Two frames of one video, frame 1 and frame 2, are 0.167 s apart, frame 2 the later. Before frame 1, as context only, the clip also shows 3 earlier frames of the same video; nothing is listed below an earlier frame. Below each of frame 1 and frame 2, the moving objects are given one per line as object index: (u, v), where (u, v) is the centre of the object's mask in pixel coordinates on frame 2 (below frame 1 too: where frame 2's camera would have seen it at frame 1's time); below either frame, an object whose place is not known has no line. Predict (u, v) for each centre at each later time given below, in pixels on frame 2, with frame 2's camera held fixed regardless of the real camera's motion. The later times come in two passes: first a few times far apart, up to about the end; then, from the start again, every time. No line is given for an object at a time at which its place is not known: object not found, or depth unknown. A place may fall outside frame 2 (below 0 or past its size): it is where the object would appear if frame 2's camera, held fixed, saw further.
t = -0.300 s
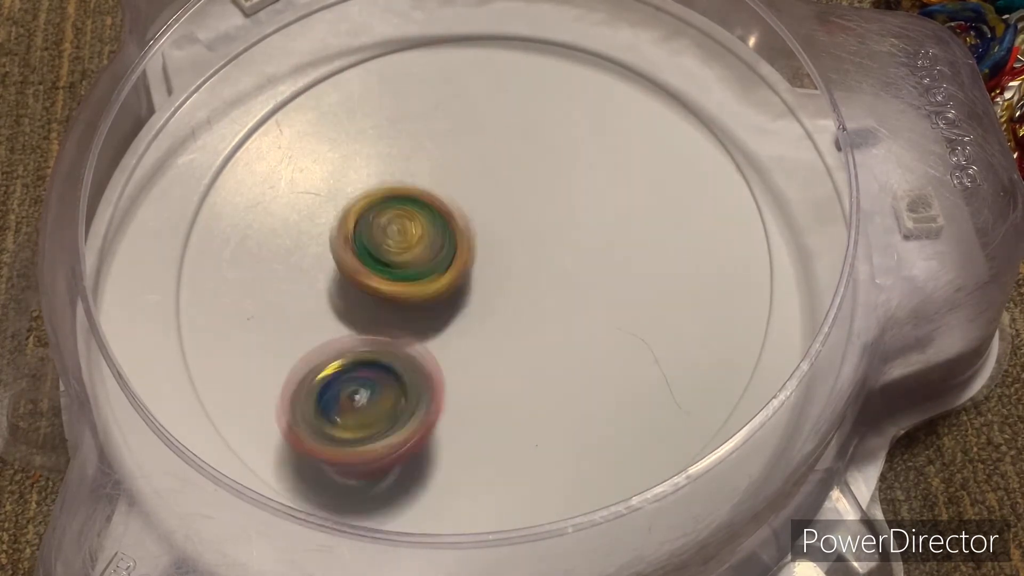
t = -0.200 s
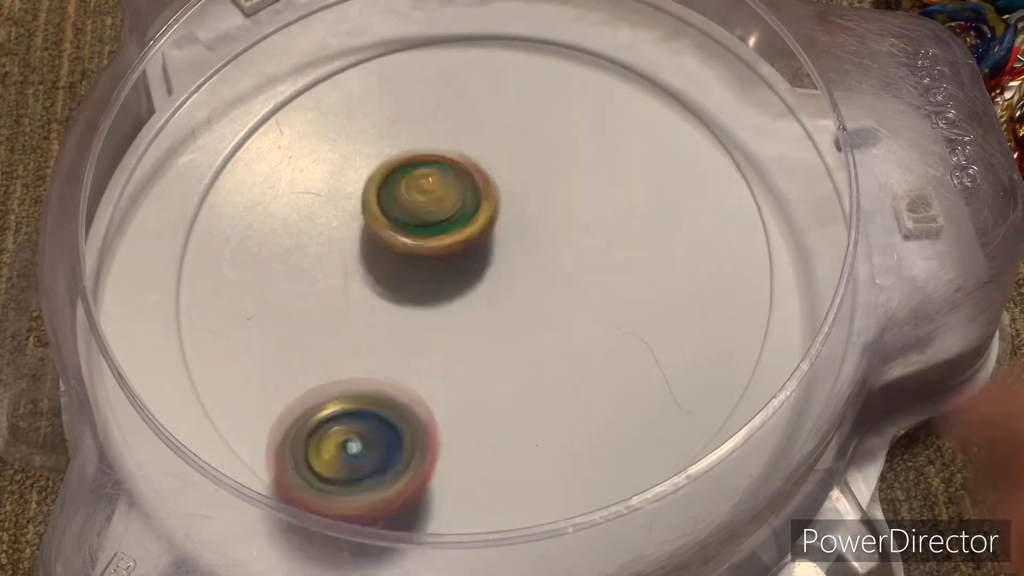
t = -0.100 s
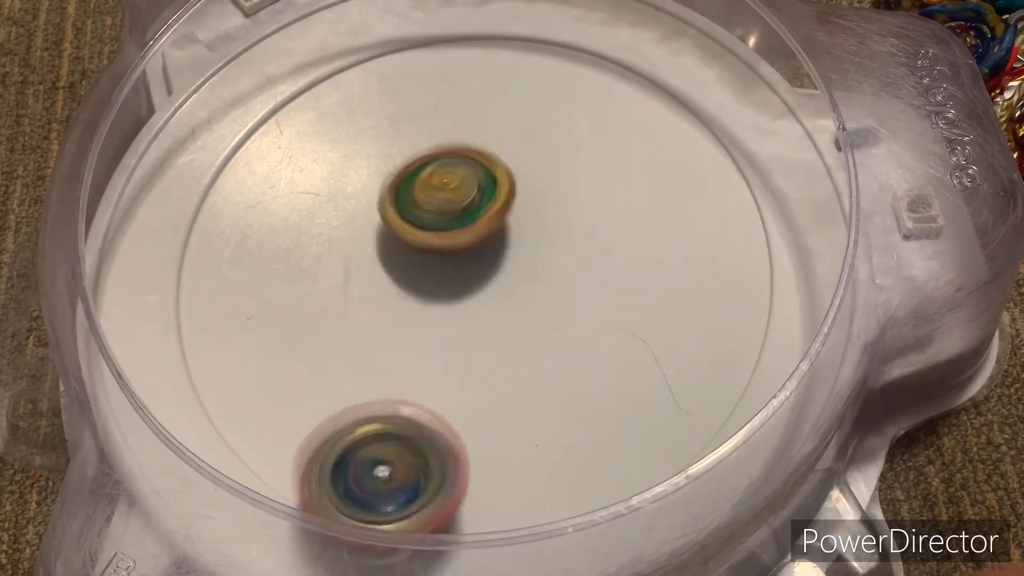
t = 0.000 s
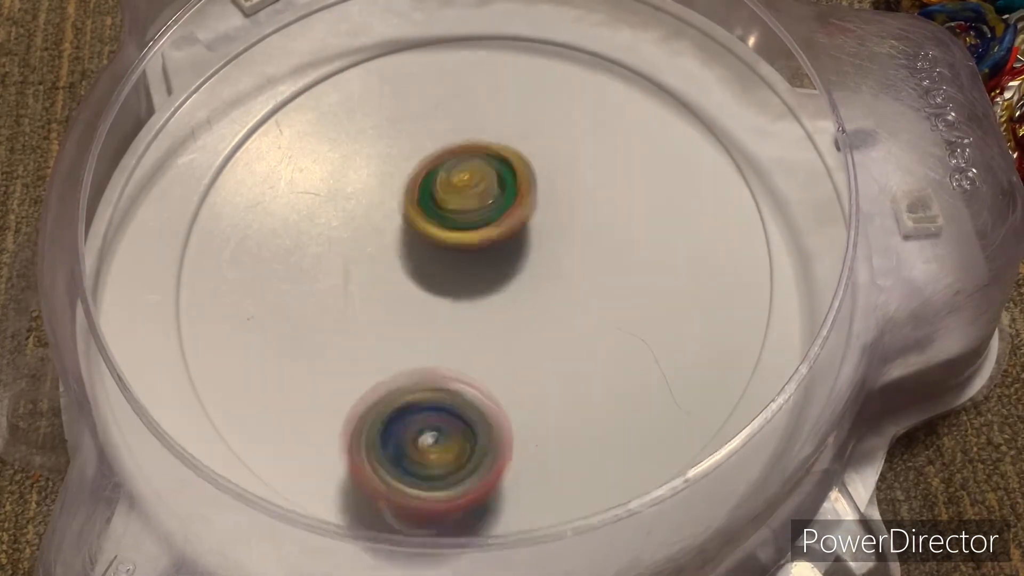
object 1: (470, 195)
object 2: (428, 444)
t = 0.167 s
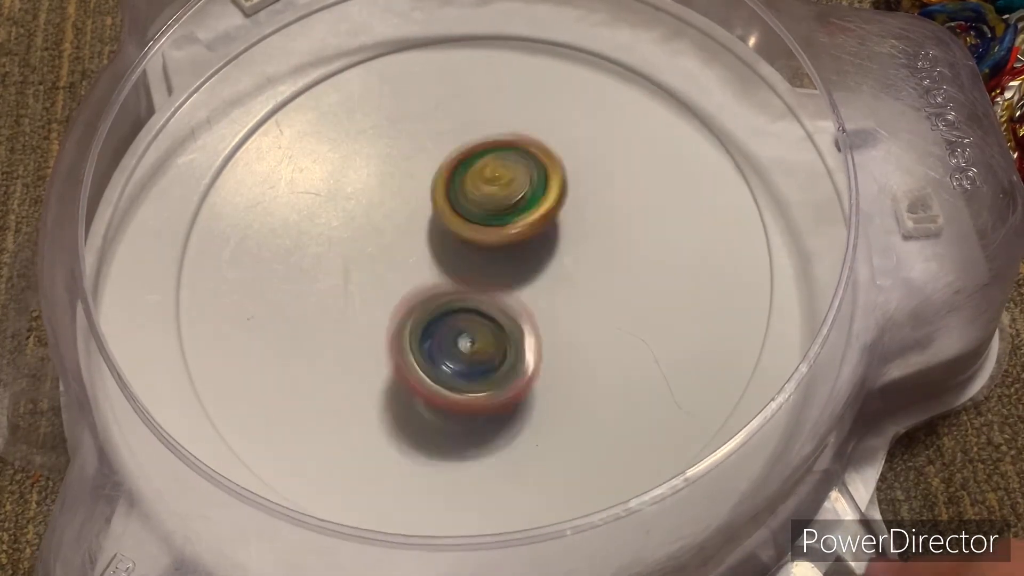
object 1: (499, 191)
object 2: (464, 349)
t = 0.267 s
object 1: (517, 176)
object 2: (462, 298)
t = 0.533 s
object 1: (548, 150)
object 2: (380, 227)
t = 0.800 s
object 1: (536, 188)
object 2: (357, 237)
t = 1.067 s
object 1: (655, 250)
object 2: (338, 253)
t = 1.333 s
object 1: (599, 310)
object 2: (411, 269)
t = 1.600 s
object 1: (559, 343)
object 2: (487, 206)
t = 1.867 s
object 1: (502, 347)
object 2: (498, 160)
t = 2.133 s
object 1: (433, 366)
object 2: (503, 200)
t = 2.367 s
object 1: (377, 396)
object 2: (534, 159)
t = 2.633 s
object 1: (406, 357)
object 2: (515, 203)
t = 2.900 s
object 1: (343, 335)
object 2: (565, 200)
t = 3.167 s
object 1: (344, 289)
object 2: (561, 222)
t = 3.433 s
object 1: (361, 248)
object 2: (512, 252)
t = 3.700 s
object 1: (352, 225)
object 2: (520, 274)
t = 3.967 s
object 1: (364, 223)
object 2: (503, 289)
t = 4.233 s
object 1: (391, 196)
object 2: (496, 286)
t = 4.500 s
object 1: (414, 164)
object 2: (497, 279)
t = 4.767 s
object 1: (429, 161)
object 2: (486, 263)
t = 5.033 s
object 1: (445, 165)
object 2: (482, 284)
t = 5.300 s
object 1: (480, 173)
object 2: (467, 313)
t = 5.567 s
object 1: (482, 168)
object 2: (481, 280)
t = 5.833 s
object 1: (450, 168)
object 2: (480, 281)
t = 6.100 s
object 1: (404, 195)
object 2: (486, 282)
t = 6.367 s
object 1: (402, 212)
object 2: (491, 284)
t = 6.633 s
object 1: (402, 213)
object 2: (492, 284)
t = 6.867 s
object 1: (402, 213)
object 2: (491, 284)
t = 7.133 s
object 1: (402, 213)
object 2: (491, 284)
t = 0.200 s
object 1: (505, 189)
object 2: (467, 328)
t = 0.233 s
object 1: (511, 188)
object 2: (469, 306)
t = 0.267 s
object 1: (517, 176)
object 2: (462, 298)
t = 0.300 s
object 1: (522, 166)
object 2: (456, 287)
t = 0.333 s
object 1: (523, 161)
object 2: (453, 273)
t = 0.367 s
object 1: (529, 161)
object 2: (445, 260)
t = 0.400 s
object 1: (536, 156)
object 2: (430, 251)
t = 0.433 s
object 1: (540, 154)
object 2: (418, 244)
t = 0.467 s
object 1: (545, 151)
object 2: (404, 237)
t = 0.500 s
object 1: (547, 150)
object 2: (393, 231)
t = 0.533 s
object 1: (548, 150)
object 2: (380, 227)
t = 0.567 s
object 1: (550, 150)
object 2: (370, 224)
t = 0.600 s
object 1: (548, 149)
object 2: (360, 221)
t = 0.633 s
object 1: (548, 155)
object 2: (351, 220)
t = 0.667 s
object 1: (546, 161)
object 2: (345, 223)
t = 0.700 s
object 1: (542, 167)
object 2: (343, 225)
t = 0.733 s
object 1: (540, 172)
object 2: (344, 229)
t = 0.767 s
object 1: (538, 179)
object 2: (347, 233)
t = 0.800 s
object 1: (536, 188)
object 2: (357, 237)
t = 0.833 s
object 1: (533, 195)
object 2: (368, 239)
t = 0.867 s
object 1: (531, 201)
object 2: (381, 239)
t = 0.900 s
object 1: (533, 208)
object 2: (394, 239)
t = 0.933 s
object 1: (566, 210)
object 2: (376, 240)
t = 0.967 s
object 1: (599, 217)
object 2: (363, 239)
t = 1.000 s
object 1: (625, 229)
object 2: (352, 242)
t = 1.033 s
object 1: (641, 236)
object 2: (342, 247)
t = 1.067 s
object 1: (655, 250)
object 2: (338, 253)
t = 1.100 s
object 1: (655, 260)
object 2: (338, 257)
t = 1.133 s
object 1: (655, 272)
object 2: (340, 264)
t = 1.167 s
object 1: (649, 281)
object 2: (348, 269)
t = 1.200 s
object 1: (639, 290)
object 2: (357, 273)
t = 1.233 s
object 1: (631, 295)
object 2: (371, 274)
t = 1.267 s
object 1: (620, 302)
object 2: (382, 274)
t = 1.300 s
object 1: (606, 306)
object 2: (397, 272)
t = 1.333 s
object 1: (599, 310)
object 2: (411, 269)
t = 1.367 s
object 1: (590, 315)
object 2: (424, 267)
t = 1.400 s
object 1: (580, 318)
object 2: (440, 262)
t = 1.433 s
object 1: (581, 323)
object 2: (449, 253)
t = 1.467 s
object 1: (581, 327)
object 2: (460, 243)
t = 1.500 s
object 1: (574, 330)
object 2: (466, 235)
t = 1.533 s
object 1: (570, 334)
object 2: (474, 225)
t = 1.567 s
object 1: (566, 340)
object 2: (481, 215)
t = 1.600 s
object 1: (559, 343)
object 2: (487, 206)
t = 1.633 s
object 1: (555, 342)
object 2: (492, 196)
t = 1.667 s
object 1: (547, 345)
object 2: (496, 188)
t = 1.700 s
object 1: (536, 347)
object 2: (501, 178)
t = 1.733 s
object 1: (532, 345)
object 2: (502, 171)
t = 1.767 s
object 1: (524, 347)
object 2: (504, 165)
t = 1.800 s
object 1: (514, 347)
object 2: (502, 161)
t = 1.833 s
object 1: (509, 345)
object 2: (500, 160)
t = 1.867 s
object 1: (502, 347)
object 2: (498, 160)
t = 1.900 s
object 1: (492, 346)
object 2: (494, 163)
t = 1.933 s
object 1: (487, 344)
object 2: (493, 166)
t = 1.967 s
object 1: (481, 345)
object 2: (488, 173)
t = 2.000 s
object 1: (471, 345)
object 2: (487, 181)
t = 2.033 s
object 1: (465, 344)
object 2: (485, 192)
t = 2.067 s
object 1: (459, 345)
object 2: (487, 201)
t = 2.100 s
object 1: (450, 346)
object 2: (486, 211)
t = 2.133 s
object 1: (433, 366)
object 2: (503, 200)
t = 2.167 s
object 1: (416, 383)
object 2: (511, 190)
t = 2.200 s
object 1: (402, 394)
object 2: (517, 183)
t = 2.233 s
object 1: (391, 397)
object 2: (522, 176)
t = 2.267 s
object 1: (384, 399)
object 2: (527, 170)
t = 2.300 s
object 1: (379, 400)
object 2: (531, 164)
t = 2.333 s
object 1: (378, 397)
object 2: (534, 160)
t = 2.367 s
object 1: (377, 396)
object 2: (534, 159)
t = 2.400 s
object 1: (376, 394)
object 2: (534, 158)
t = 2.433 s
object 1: (380, 389)
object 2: (534, 161)
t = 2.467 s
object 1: (382, 386)
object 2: (531, 165)
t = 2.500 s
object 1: (385, 383)
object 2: (531, 170)
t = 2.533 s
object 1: (393, 377)
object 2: (524, 179)
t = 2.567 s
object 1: (395, 372)
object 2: (523, 184)
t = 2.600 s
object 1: (399, 365)
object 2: (520, 195)
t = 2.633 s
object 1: (406, 357)
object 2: (515, 203)
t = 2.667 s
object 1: (407, 350)
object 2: (511, 211)
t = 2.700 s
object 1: (413, 337)
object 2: (507, 221)
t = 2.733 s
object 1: (405, 341)
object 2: (519, 220)
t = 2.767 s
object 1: (383, 342)
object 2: (536, 211)
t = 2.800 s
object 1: (364, 348)
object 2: (546, 208)
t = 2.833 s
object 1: (355, 345)
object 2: (550, 206)
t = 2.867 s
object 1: (344, 341)
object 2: (556, 201)
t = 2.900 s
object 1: (343, 335)
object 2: (565, 200)
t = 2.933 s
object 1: (341, 329)
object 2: (568, 200)
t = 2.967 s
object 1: (341, 321)
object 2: (572, 198)
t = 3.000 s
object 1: (341, 315)
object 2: (574, 201)
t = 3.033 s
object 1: (340, 310)
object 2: (573, 202)
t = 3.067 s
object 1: (342, 303)
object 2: (572, 206)
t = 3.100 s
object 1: (339, 298)
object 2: (569, 210)
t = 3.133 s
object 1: (341, 293)
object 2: (565, 216)
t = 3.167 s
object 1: (344, 289)
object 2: (561, 222)
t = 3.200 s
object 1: (345, 283)
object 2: (556, 226)
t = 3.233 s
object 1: (349, 277)
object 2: (555, 229)
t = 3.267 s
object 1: (351, 274)
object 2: (549, 234)
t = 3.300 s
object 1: (355, 267)
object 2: (538, 238)
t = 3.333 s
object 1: (359, 263)
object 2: (529, 239)
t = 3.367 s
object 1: (360, 259)
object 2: (523, 242)
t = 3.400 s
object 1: (365, 253)
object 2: (513, 244)
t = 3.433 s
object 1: (361, 248)
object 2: (512, 252)
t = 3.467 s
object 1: (359, 245)
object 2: (504, 254)
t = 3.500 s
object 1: (361, 241)
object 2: (502, 253)
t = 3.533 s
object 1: (350, 235)
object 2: (513, 261)
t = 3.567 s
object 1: (348, 232)
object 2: (513, 267)
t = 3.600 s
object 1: (348, 231)
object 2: (511, 266)
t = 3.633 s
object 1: (348, 227)
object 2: (514, 264)
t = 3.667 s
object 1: (351, 225)
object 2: (521, 266)
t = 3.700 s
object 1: (352, 225)
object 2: (520, 274)
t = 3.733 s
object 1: (353, 222)
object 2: (514, 275)
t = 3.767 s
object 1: (356, 225)
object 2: (515, 273)
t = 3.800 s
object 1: (356, 225)
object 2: (517, 277)
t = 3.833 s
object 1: (360, 226)
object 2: (510, 280)
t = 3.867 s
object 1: (362, 228)
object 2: (502, 279)
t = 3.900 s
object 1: (366, 229)
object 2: (502, 279)
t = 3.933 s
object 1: (374, 230)
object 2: (498, 280)
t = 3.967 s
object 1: (364, 223)
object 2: (503, 289)
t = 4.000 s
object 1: (361, 217)
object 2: (500, 297)
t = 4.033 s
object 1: (360, 215)
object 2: (496, 296)
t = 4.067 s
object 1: (366, 209)
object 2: (498, 290)
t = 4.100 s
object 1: (369, 208)
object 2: (503, 289)
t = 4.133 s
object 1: (374, 203)
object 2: (508, 293)
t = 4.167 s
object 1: (380, 201)
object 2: (503, 296)
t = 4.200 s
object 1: (384, 197)
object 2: (496, 292)
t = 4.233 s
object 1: (391, 196)
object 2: (496, 286)
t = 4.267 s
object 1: (396, 194)
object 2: (497, 284)
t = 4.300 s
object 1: (403, 189)
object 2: (497, 285)
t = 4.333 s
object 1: (406, 189)
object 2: (494, 284)
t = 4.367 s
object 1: (411, 184)
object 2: (489, 279)
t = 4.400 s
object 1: (412, 179)
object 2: (490, 277)
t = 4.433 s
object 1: (410, 171)
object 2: (492, 278)
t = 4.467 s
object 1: (413, 168)
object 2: (494, 279)
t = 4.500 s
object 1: (414, 164)
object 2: (497, 279)
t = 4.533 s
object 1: (418, 162)
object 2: (499, 277)
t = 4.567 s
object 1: (418, 160)
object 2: (500, 276)
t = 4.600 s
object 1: (421, 157)
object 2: (499, 274)
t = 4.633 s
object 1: (421, 156)
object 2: (498, 272)
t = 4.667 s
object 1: (422, 153)
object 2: (496, 268)
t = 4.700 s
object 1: (422, 156)
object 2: (494, 266)
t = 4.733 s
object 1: (424, 159)
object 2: (490, 264)
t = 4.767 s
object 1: (429, 161)
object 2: (486, 263)
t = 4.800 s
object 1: (423, 153)
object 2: (489, 274)
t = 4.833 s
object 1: (422, 152)
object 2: (485, 285)
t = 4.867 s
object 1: (422, 152)
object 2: (475, 291)
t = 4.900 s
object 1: (428, 155)
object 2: (468, 289)
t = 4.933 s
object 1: (430, 155)
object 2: (466, 286)
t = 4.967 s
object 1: (435, 158)
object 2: (471, 284)
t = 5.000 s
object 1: (438, 160)
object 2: (474, 283)
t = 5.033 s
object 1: (445, 165)
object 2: (482, 284)
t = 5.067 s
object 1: (448, 167)
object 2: (487, 283)
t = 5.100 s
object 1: (453, 171)
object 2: (489, 283)
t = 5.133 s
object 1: (456, 174)
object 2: (493, 284)
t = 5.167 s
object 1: (459, 171)
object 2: (497, 297)
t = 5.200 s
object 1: (463, 170)
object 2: (493, 305)
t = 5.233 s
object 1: (467, 172)
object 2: (485, 312)
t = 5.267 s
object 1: (475, 172)
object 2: (475, 316)
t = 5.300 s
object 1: (480, 173)
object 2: (467, 313)
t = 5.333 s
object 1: (487, 173)
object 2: (457, 310)
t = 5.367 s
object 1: (488, 171)
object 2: (454, 303)
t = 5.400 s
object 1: (490, 172)
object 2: (452, 296)
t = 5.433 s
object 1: (491, 171)
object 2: (454, 289)
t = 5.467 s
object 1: (489, 174)
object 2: (460, 284)
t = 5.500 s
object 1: (488, 173)
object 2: (469, 283)
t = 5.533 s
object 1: (486, 168)
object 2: (476, 279)
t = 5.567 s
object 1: (482, 168)
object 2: (481, 280)
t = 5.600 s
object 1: (482, 163)
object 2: (480, 281)
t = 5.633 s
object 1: (480, 160)
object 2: (479, 279)
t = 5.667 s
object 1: (477, 162)
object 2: (478, 279)
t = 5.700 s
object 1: (475, 163)
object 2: (477, 280)
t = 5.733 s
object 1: (473, 164)
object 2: (476, 280)
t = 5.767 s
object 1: (468, 166)
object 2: (475, 280)
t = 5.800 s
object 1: (460, 167)
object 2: (476, 281)
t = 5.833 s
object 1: (450, 168)
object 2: (480, 281)
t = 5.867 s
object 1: (440, 171)
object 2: (483, 281)
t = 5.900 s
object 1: (430, 176)
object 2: (484, 282)
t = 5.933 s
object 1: (421, 181)
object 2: (484, 282)
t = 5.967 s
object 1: (413, 186)
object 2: (485, 282)
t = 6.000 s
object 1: (409, 190)
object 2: (485, 282)
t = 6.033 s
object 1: (407, 192)
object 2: (485, 282)
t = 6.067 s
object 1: (406, 194)
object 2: (486, 282)
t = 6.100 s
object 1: (404, 195)
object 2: (486, 282)
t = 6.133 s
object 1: (402, 198)
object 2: (487, 282)
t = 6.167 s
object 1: (399, 201)
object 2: (489, 283)
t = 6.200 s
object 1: (397, 204)
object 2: (492, 284)
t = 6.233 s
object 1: (397, 208)
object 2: (493, 285)
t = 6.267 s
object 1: (399, 210)
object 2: (494, 285)
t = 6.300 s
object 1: (401, 211)
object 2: (493, 284)
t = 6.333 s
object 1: (401, 212)
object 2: (491, 283)
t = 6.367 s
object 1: (402, 212)
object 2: (491, 284)
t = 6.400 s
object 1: (402, 213)
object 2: (492, 284)
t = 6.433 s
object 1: (402, 213)
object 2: (492, 284)
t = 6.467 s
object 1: (402, 213)
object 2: (492, 284)
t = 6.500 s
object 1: (402, 213)
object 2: (491, 284)
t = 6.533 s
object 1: (402, 213)
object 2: (492, 284)
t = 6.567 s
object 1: (402, 213)
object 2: (491, 284)
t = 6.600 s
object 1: (402, 213)
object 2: (492, 284)
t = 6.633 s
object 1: (402, 213)
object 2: (492, 284)
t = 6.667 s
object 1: (402, 213)
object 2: (492, 284)
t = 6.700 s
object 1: (402, 213)
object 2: (492, 284)
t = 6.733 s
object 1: (402, 213)
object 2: (491, 284)
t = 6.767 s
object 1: (402, 213)
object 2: (491, 284)
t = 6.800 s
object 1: (402, 213)
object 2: (491, 284)
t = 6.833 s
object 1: (402, 213)
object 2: (491, 284)
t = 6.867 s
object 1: (402, 213)
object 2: (491, 284)
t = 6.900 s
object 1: (402, 213)
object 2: (491, 284)
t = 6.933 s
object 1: (402, 213)
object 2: (491, 284)
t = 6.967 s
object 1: (402, 213)
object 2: (491, 284)
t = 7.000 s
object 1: (402, 213)
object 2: (491, 284)
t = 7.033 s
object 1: (402, 213)
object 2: (491, 284)
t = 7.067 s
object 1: (402, 213)
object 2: (491, 284)
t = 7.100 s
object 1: (402, 213)
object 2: (491, 284)
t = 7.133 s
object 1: (402, 213)
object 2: (491, 284)
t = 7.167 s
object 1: (402, 213)
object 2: (491, 284)
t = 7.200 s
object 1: (402, 213)
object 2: (491, 284)
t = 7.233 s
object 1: (402, 213)
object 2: (491, 284)
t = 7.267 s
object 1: (402, 213)
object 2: (491, 284)
